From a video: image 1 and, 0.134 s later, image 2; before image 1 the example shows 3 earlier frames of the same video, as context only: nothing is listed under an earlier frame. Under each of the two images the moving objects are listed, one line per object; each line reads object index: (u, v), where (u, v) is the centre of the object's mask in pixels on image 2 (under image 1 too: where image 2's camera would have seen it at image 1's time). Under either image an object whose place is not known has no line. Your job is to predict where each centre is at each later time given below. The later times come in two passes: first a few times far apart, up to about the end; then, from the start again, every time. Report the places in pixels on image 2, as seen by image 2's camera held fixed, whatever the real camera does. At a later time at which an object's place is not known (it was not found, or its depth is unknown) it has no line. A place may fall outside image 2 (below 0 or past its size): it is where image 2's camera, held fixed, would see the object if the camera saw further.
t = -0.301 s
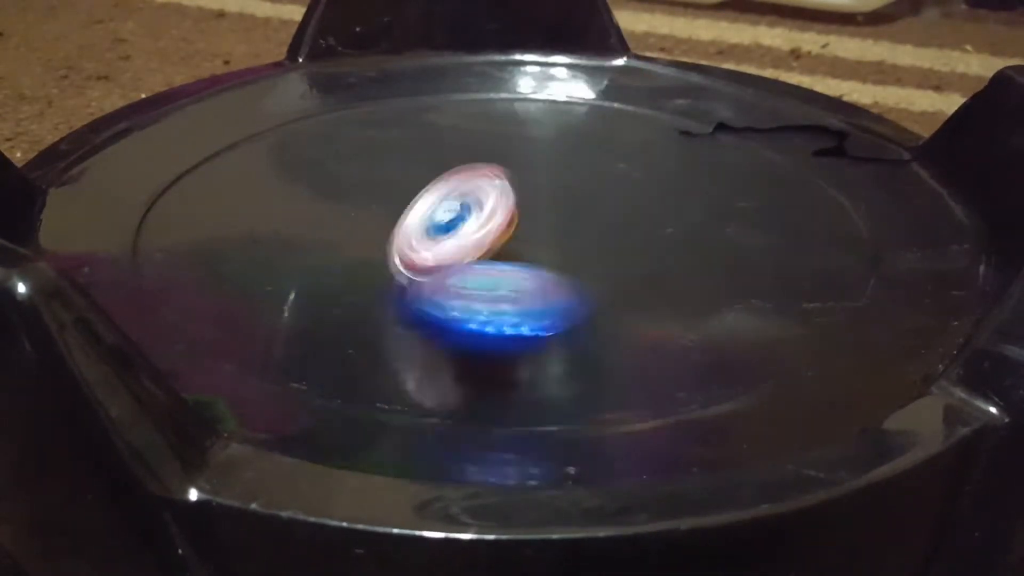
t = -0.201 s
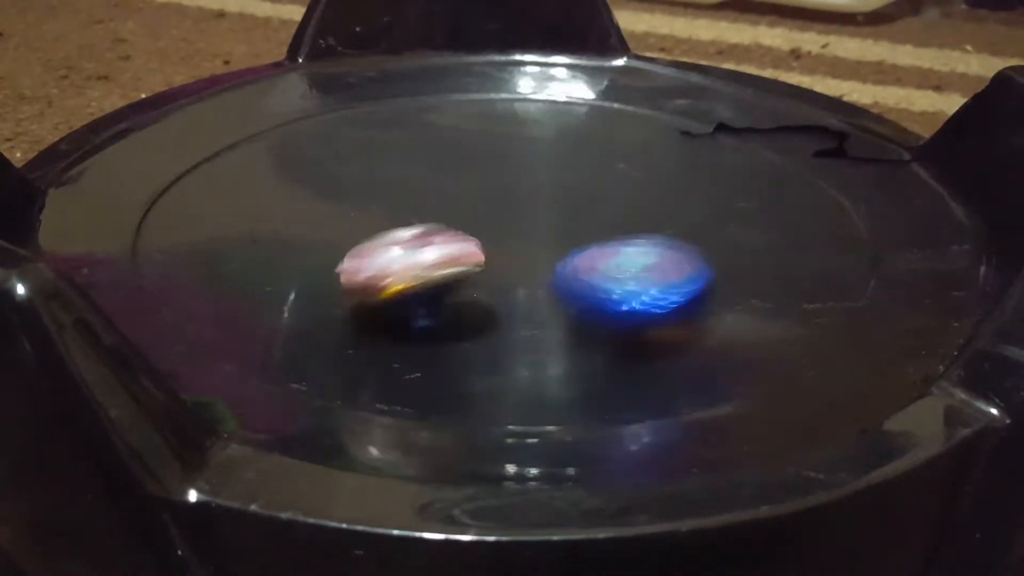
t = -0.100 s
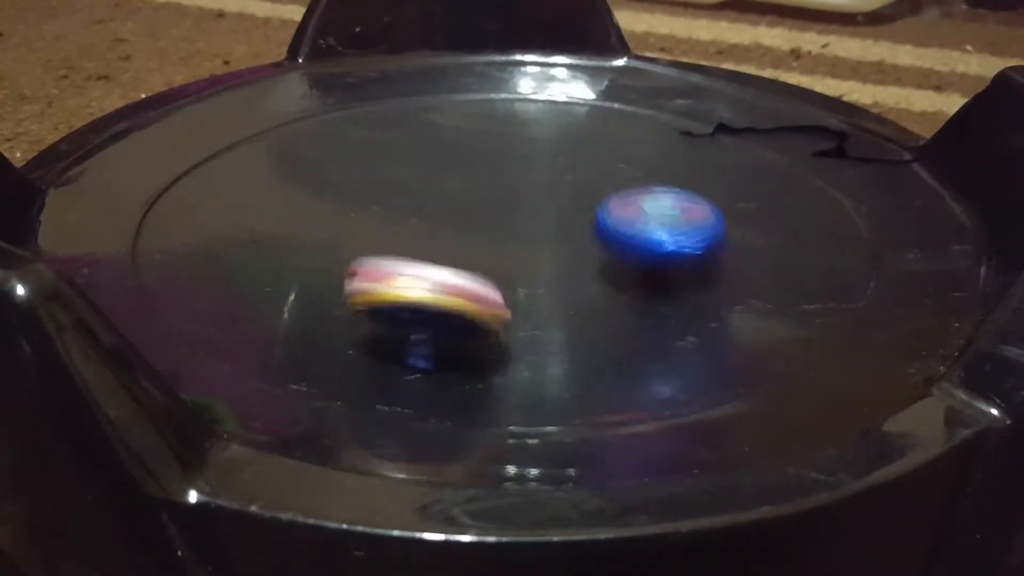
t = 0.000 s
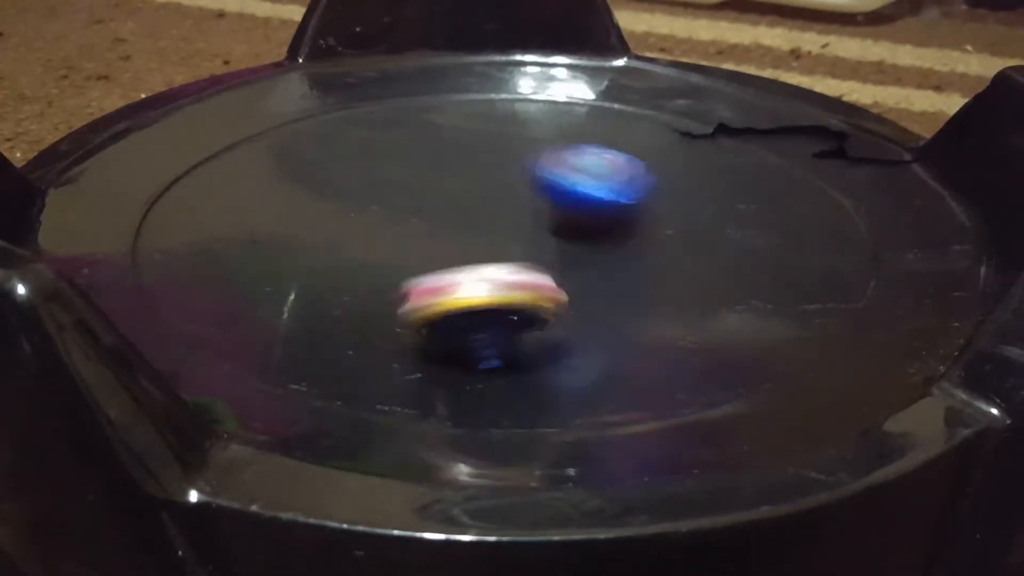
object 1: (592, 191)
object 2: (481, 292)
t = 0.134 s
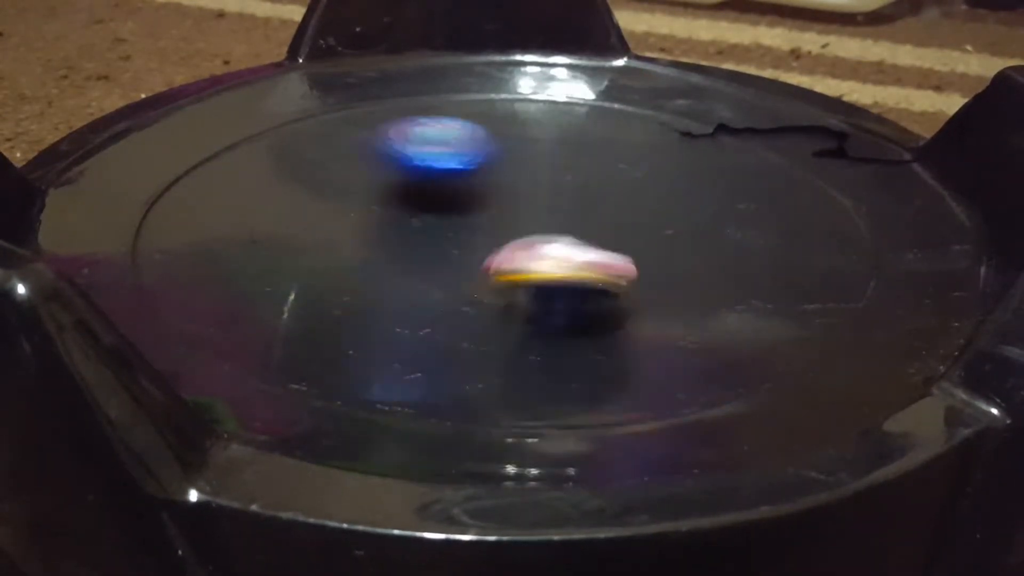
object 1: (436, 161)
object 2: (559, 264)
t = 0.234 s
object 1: (320, 159)
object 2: (600, 234)
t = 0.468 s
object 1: (408, 285)
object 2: (584, 181)
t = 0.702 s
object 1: (669, 208)
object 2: (549, 187)
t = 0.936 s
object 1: (670, 115)
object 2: (435, 201)
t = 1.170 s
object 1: (479, 170)
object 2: (477, 238)
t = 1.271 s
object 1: (455, 195)
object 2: (505, 294)
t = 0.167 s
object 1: (395, 161)
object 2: (575, 255)
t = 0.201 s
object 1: (356, 164)
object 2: (589, 245)
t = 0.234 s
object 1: (320, 159)
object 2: (600, 234)
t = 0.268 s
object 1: (289, 170)
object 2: (606, 223)
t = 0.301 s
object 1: (271, 187)
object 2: (607, 215)
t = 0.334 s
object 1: (267, 208)
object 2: (606, 205)
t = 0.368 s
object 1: (278, 237)
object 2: (604, 194)
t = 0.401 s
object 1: (313, 262)
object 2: (597, 186)
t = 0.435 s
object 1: (353, 268)
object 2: (591, 182)
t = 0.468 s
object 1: (408, 285)
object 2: (584, 181)
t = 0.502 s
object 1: (465, 288)
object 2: (580, 181)
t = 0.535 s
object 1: (520, 289)
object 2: (576, 183)
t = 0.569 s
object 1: (572, 274)
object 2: (572, 183)
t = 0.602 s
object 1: (609, 267)
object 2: (569, 182)
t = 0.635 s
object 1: (638, 250)
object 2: (562, 184)
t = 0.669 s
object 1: (653, 233)
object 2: (555, 186)
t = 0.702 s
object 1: (669, 208)
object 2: (549, 187)
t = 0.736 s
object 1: (691, 197)
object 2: (524, 186)
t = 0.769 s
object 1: (708, 182)
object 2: (500, 184)
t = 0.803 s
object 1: (713, 165)
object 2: (483, 183)
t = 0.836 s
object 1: (713, 150)
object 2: (462, 186)
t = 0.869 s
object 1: (705, 134)
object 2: (449, 189)
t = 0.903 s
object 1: (690, 123)
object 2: (441, 194)
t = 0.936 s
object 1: (670, 115)
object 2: (435, 201)
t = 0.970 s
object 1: (644, 102)
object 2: (435, 206)
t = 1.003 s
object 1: (612, 105)
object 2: (438, 212)
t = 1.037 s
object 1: (577, 116)
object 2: (441, 216)
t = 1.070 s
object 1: (542, 133)
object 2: (448, 222)
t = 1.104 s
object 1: (515, 148)
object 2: (457, 226)
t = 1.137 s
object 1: (493, 160)
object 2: (464, 232)
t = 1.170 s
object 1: (479, 170)
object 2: (477, 238)
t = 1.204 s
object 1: (470, 181)
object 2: (478, 256)
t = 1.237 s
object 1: (462, 189)
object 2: (497, 285)
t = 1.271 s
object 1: (455, 195)
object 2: (505, 294)
